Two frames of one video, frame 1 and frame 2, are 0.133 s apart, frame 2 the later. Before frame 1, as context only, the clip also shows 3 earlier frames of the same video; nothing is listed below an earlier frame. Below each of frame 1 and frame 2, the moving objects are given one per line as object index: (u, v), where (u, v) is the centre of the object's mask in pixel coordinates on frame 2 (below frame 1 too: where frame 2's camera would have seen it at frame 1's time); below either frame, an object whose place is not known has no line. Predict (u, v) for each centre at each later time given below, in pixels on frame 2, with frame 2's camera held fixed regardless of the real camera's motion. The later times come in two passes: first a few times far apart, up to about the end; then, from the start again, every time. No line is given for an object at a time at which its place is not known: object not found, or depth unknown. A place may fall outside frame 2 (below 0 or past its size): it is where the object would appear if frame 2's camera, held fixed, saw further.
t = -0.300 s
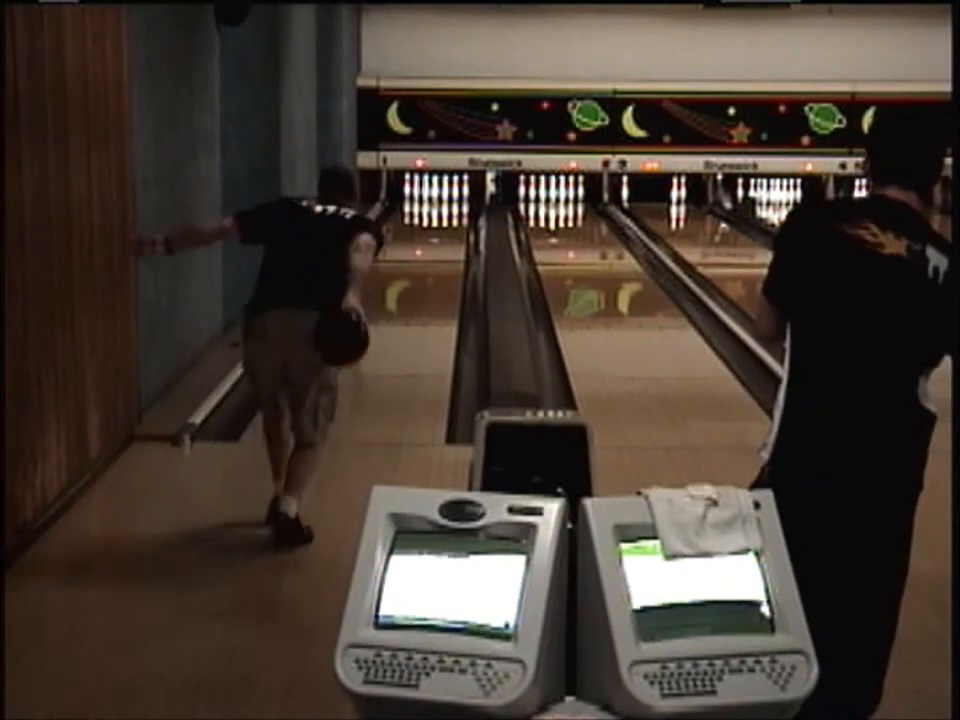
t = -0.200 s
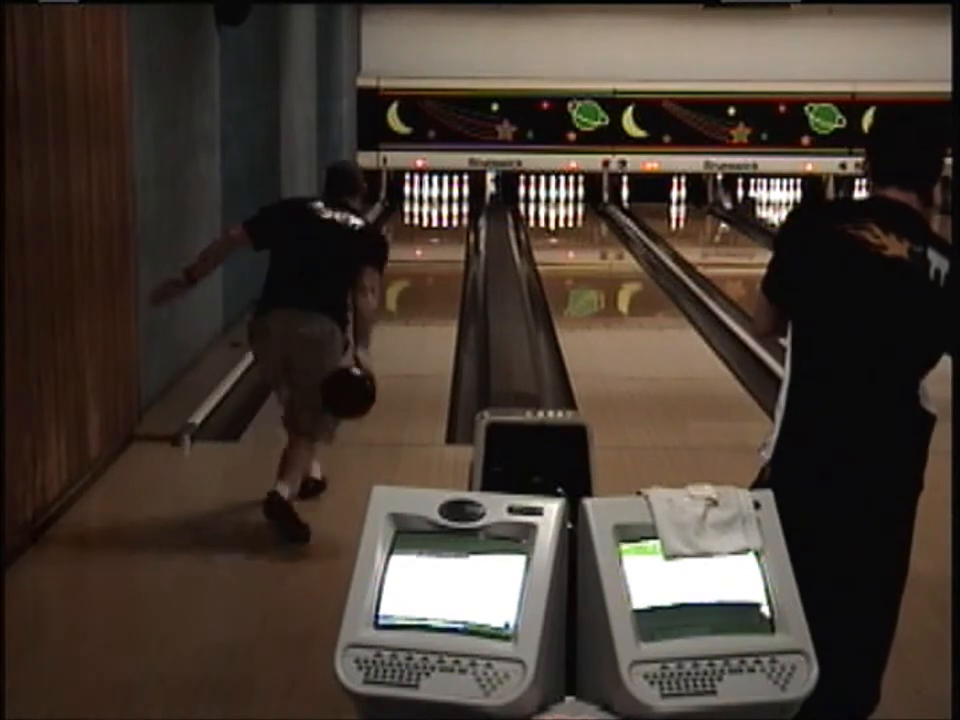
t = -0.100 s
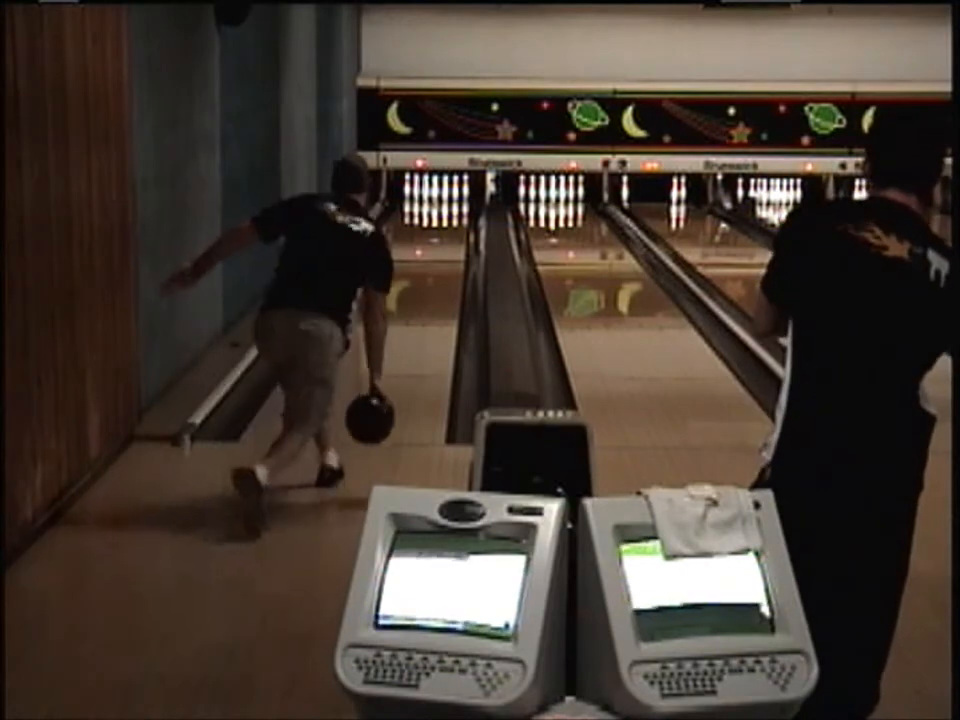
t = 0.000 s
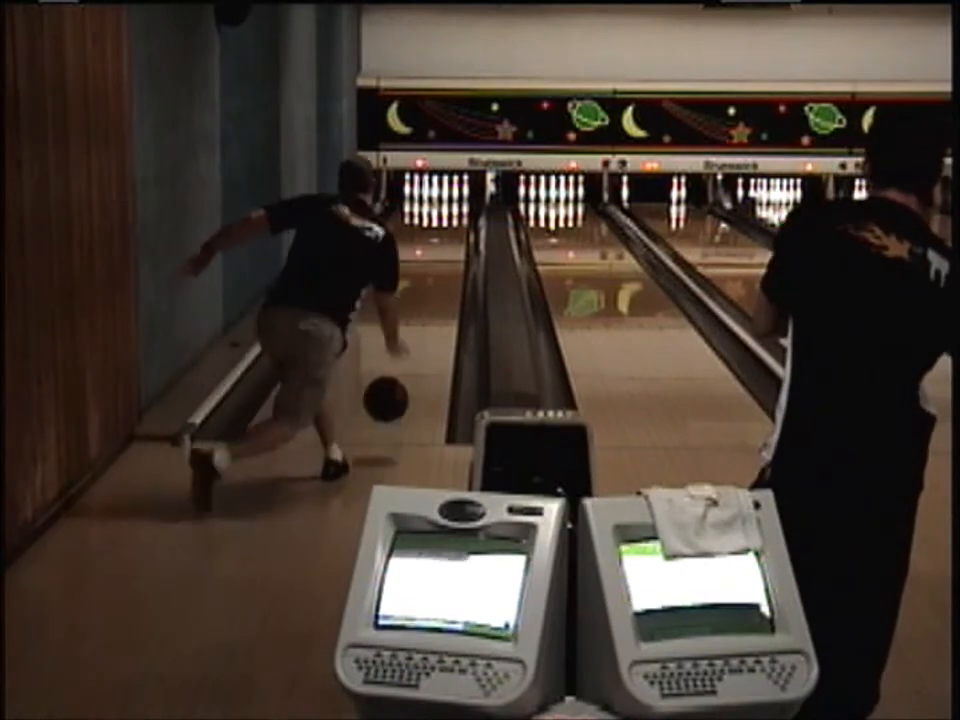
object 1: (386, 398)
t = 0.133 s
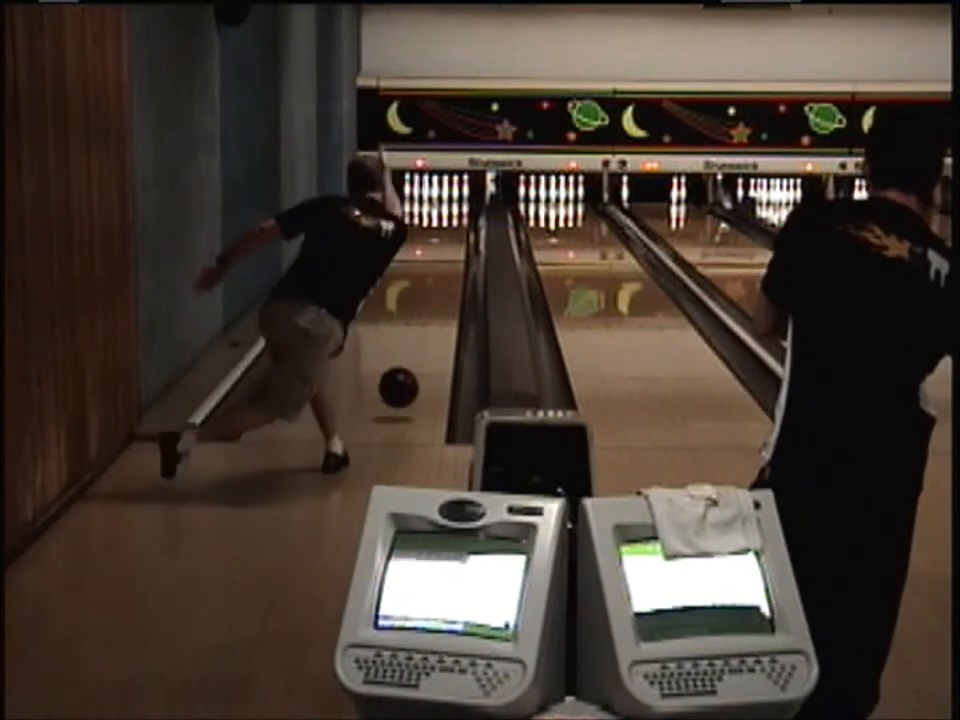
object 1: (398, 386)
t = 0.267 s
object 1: (409, 371)
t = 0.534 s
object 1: (423, 325)
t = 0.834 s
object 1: (434, 289)
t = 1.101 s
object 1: (441, 265)
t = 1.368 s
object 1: (445, 245)
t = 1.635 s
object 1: (447, 231)
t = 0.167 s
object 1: (401, 390)
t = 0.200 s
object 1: (404, 385)
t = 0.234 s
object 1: (406, 378)
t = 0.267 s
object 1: (409, 371)
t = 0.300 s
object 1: (411, 364)
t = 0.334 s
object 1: (413, 358)
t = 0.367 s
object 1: (415, 352)
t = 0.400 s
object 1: (417, 345)
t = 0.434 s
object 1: (418, 340)
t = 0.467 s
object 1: (420, 336)
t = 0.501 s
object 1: (422, 330)
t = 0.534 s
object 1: (423, 325)
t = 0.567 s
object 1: (425, 320)
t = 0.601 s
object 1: (426, 316)
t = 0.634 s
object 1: (427, 311)
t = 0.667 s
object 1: (428, 307)
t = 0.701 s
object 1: (430, 303)
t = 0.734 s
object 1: (431, 299)
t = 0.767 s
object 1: (432, 296)
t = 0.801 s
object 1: (433, 293)
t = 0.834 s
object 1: (434, 289)
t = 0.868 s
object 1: (435, 286)
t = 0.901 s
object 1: (436, 282)
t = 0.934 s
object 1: (437, 279)
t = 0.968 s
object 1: (438, 276)
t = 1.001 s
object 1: (439, 273)
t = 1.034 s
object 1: (439, 270)
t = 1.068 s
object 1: (440, 267)
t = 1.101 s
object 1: (441, 265)
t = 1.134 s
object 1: (442, 262)
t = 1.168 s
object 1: (442, 259)
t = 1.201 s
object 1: (443, 257)
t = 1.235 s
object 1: (443, 254)
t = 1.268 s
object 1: (444, 252)
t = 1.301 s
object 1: (444, 249)
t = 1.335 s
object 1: (444, 247)
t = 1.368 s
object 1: (445, 245)
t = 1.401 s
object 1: (445, 244)
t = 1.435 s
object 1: (446, 242)
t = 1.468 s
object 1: (446, 240)
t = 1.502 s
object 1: (446, 239)
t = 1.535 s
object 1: (448, 236)
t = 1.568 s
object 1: (448, 234)
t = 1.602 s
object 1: (447, 233)
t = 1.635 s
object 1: (447, 231)
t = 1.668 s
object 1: (448, 230)
